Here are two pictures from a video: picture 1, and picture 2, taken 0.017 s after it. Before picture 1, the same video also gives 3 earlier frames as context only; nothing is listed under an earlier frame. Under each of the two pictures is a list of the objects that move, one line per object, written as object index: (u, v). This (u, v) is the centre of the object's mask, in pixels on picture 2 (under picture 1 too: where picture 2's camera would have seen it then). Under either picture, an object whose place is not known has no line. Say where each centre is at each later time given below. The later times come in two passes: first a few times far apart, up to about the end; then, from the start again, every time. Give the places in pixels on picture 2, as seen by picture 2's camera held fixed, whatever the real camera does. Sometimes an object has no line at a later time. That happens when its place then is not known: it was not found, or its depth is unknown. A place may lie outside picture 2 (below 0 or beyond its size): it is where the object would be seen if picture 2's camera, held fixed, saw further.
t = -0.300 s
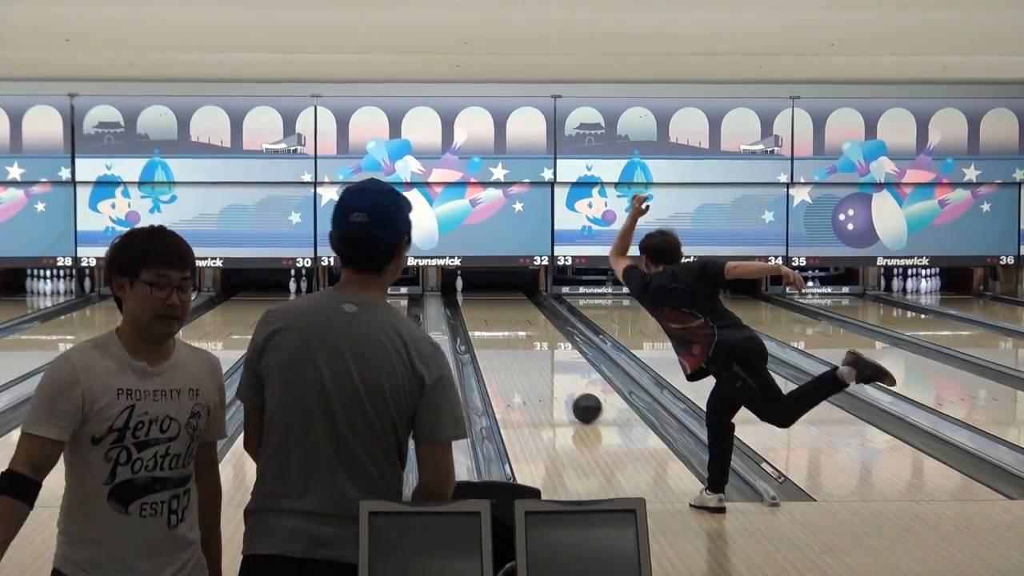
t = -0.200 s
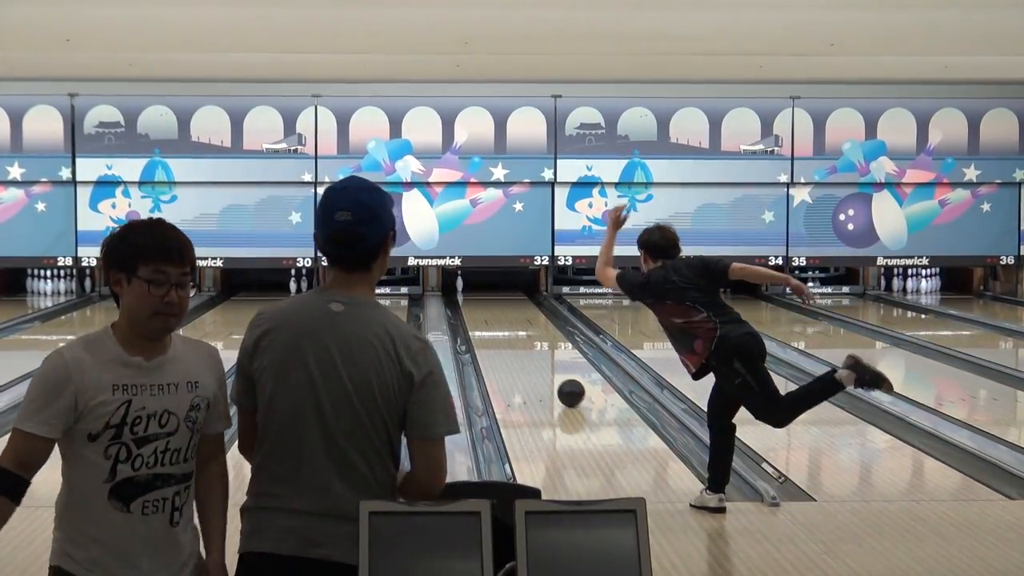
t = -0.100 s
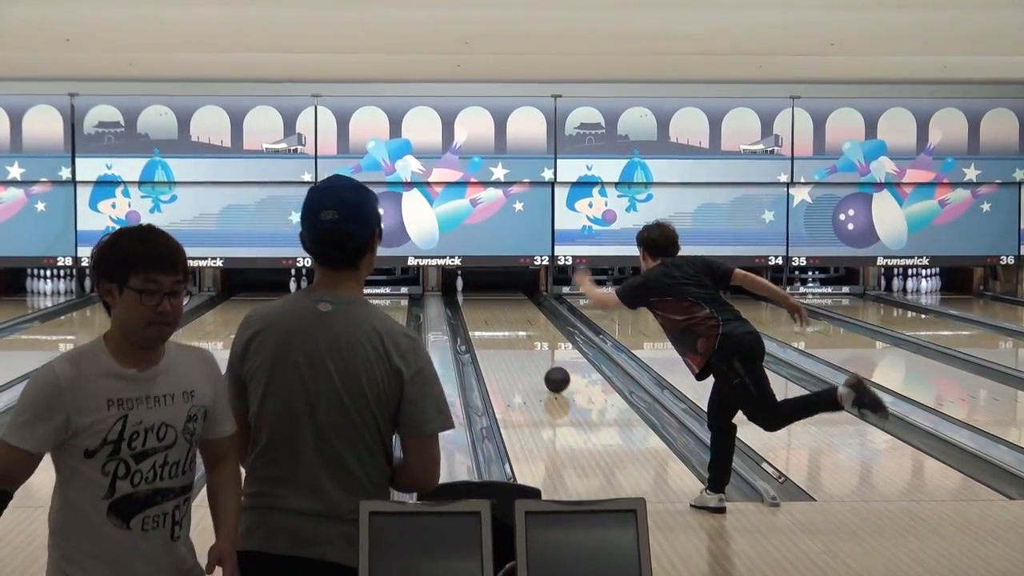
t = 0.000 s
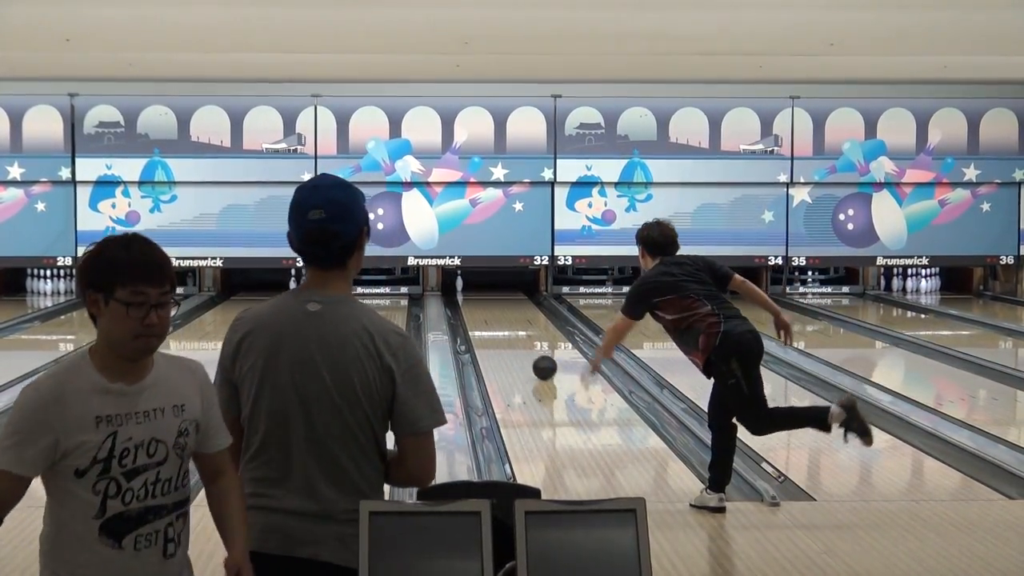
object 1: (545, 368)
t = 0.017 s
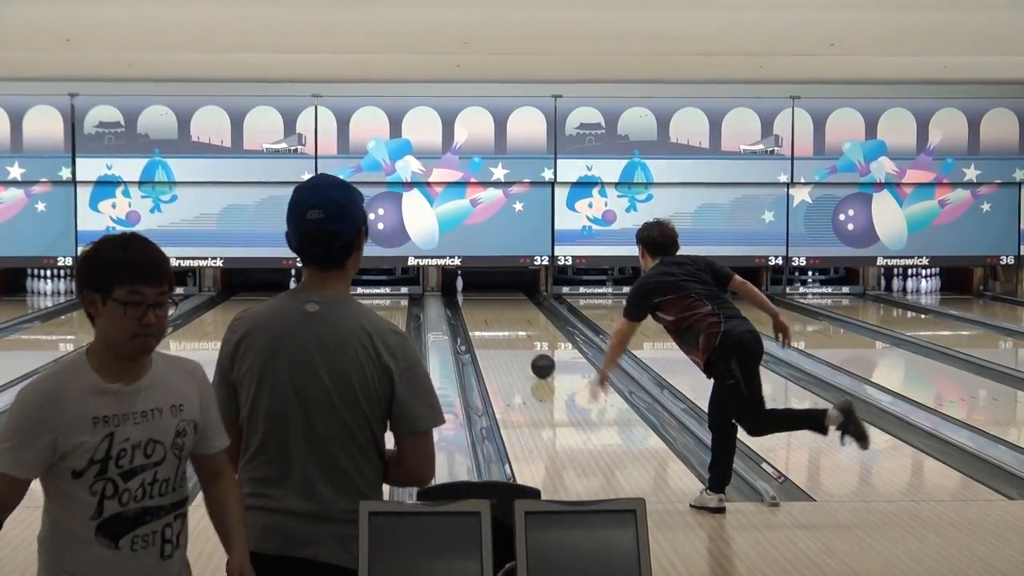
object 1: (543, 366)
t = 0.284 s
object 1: (517, 341)
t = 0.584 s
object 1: (496, 321)
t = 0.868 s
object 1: (481, 306)
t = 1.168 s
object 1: (470, 295)
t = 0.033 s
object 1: (541, 364)
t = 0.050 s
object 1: (539, 362)
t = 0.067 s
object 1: (537, 360)
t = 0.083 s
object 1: (536, 359)
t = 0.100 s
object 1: (534, 357)
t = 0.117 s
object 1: (532, 356)
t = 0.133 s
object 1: (530, 354)
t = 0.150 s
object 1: (529, 352)
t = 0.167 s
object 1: (527, 351)
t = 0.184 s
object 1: (526, 349)
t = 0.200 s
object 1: (524, 348)
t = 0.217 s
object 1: (523, 347)
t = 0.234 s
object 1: (521, 345)
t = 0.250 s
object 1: (520, 344)
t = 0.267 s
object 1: (519, 342)
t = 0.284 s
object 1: (517, 341)
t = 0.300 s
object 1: (516, 340)
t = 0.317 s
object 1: (515, 338)
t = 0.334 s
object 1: (513, 337)
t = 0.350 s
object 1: (512, 336)
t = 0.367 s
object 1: (511, 335)
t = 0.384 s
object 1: (510, 334)
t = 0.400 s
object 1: (508, 332)
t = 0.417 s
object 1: (507, 331)
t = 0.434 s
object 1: (506, 330)
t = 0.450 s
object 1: (505, 329)
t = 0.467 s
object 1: (504, 328)
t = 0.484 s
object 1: (502, 327)
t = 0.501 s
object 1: (501, 326)
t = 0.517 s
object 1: (500, 325)
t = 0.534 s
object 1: (499, 324)
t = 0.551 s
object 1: (498, 323)
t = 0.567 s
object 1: (497, 322)
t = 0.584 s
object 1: (496, 321)
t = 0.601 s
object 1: (495, 320)
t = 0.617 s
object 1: (494, 319)
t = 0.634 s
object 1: (493, 318)
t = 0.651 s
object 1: (492, 317)
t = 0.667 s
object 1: (491, 316)
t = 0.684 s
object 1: (490, 315)
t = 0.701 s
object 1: (489, 314)
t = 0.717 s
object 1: (489, 314)
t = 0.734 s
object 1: (488, 313)
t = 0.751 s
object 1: (487, 312)
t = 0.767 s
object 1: (486, 311)
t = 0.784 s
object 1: (485, 310)
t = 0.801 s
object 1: (484, 310)
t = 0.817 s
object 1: (484, 309)
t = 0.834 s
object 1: (483, 308)
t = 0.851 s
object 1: (482, 307)
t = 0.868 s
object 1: (481, 306)
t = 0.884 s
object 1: (480, 306)
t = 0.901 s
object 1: (480, 305)
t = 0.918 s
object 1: (479, 304)
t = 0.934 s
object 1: (478, 303)
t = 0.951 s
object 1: (477, 303)
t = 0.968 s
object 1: (477, 302)
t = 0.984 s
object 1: (476, 301)
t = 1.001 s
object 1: (475, 300)
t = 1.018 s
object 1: (475, 300)
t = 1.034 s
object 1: (475, 299)
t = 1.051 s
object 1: (474, 299)
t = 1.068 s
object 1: (473, 298)
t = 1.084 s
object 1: (473, 296)
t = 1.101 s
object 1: (472, 295)
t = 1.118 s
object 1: (471, 296)
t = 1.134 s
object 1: (471, 295)
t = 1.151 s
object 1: (470, 294)
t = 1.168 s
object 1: (470, 295)
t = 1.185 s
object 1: (469, 294)
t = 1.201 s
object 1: (467, 294)
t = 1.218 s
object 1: (467, 293)
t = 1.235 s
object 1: (467, 293)
